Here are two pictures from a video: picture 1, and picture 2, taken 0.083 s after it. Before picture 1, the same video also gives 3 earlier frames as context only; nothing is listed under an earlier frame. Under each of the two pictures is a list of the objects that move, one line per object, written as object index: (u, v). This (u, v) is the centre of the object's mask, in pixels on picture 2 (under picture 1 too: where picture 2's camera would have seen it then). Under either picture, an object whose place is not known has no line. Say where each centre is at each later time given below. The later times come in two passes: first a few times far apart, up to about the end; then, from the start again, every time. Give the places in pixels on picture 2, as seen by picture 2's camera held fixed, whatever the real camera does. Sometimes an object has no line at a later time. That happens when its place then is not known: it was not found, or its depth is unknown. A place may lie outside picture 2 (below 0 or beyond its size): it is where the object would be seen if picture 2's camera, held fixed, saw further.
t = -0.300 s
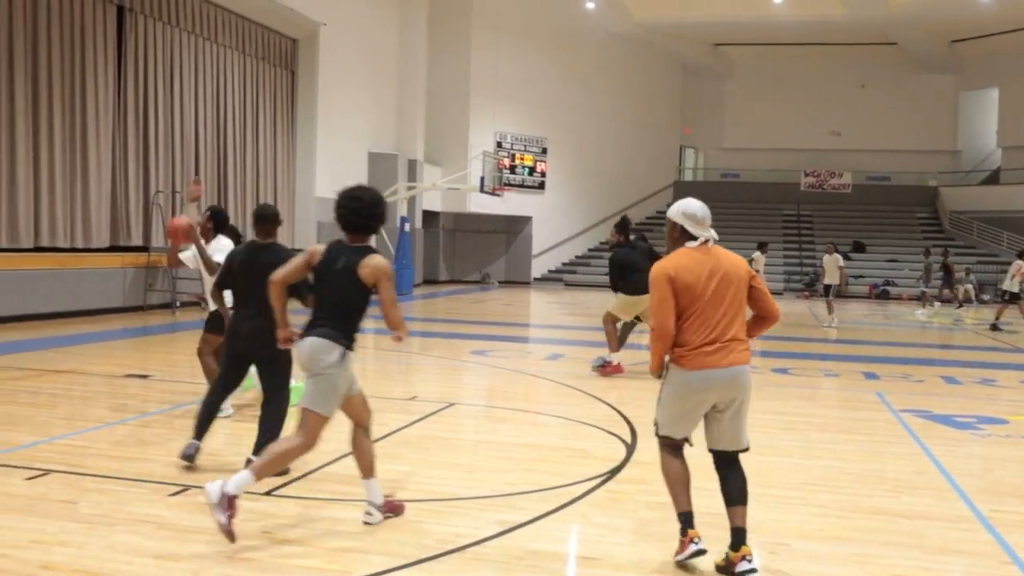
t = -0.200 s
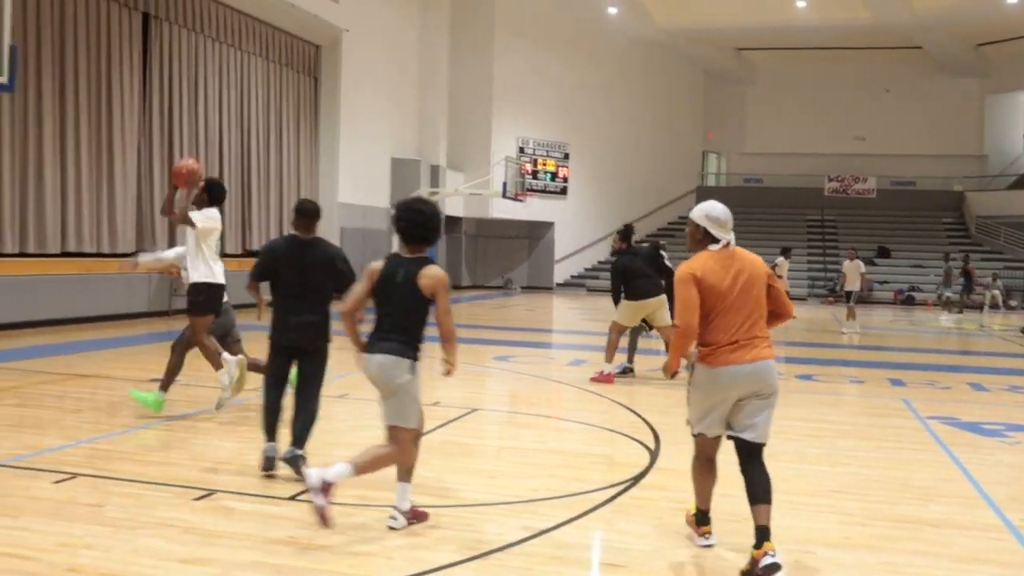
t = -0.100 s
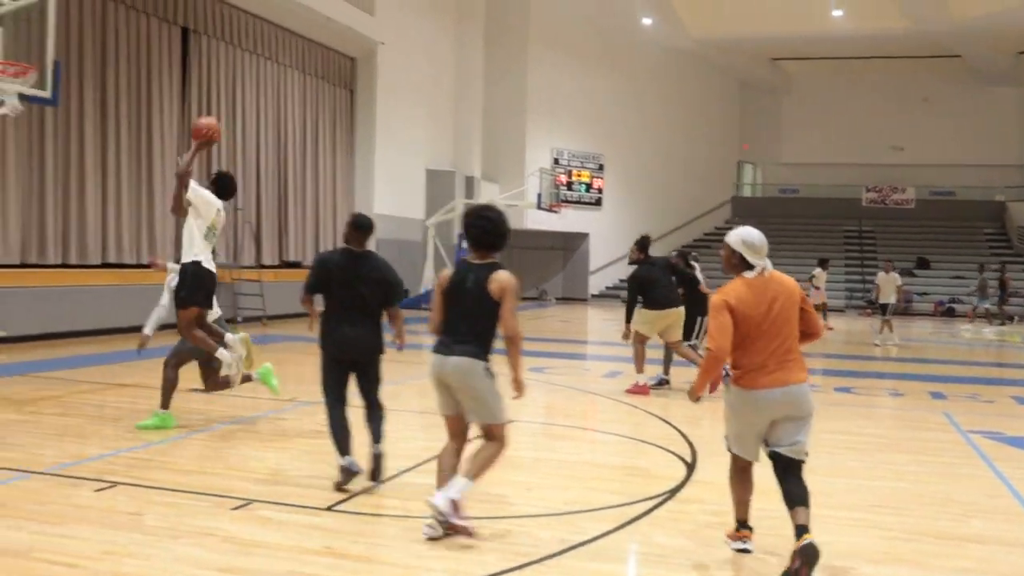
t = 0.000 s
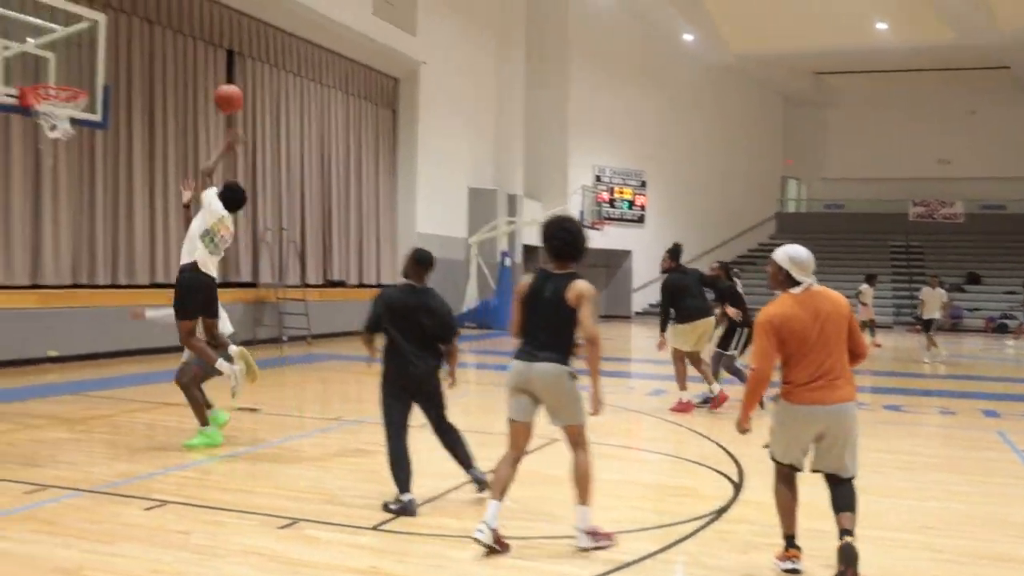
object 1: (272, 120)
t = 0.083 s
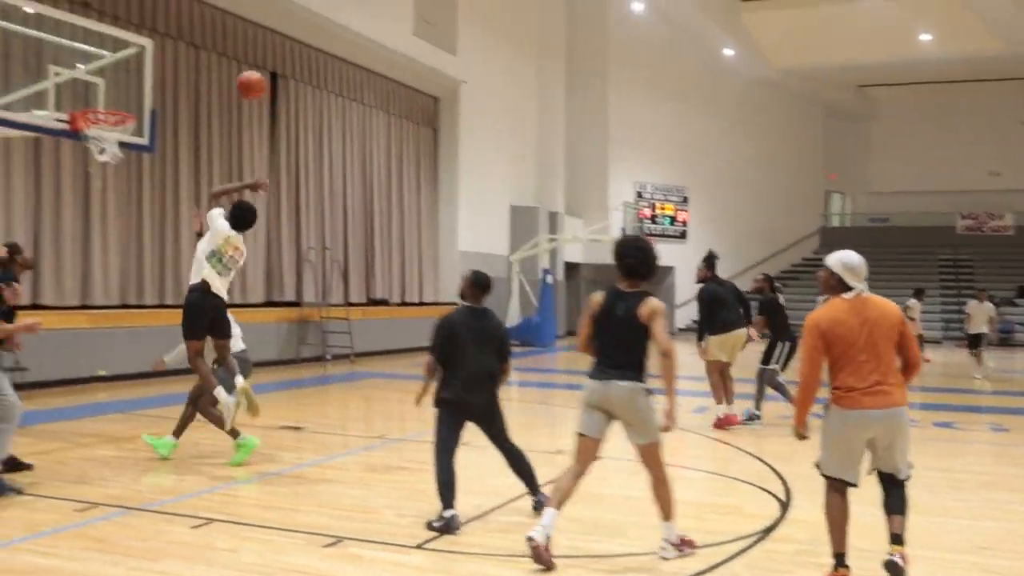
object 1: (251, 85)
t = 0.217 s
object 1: (218, 46)
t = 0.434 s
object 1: (167, 28)
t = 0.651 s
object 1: (119, 61)
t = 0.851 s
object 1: (110, 90)
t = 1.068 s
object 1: (173, 73)
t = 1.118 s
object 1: (188, 76)
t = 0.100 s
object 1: (247, 79)
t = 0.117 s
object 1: (243, 73)
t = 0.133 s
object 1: (239, 68)
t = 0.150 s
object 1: (235, 62)
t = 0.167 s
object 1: (230, 58)
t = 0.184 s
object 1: (226, 53)
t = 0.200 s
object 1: (222, 50)
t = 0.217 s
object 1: (218, 46)
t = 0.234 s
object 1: (214, 43)
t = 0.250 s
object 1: (210, 40)
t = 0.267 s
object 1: (205, 38)
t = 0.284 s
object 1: (202, 35)
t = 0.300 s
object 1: (197, 34)
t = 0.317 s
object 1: (194, 32)
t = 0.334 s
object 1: (190, 30)
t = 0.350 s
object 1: (186, 29)
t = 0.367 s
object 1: (183, 28)
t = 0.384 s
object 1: (179, 27)
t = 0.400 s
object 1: (174, 27)
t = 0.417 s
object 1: (171, 28)
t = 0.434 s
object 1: (167, 28)
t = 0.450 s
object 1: (164, 28)
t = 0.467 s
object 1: (159, 29)
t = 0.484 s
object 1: (156, 31)
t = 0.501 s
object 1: (152, 33)
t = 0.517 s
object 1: (148, 34)
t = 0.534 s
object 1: (144, 37)
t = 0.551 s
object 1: (140, 39)
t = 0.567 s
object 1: (137, 43)
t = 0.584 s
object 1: (134, 46)
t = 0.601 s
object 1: (131, 50)
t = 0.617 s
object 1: (127, 53)
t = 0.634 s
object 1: (122, 56)
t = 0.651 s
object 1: (119, 61)
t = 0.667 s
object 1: (114, 67)
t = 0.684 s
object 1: (111, 71)
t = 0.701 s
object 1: (108, 77)
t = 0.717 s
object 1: (104, 82)
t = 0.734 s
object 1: (100, 87)
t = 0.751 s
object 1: (96, 93)
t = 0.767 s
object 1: (93, 99)
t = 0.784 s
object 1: (90, 102)
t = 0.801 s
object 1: (94, 100)
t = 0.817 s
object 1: (99, 97)
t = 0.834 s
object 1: (105, 94)
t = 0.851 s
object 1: (110, 90)
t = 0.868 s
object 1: (115, 86)
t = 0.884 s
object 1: (120, 84)
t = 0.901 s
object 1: (124, 81)
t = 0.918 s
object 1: (130, 79)
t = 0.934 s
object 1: (136, 77)
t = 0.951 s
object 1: (140, 76)
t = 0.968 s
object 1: (145, 74)
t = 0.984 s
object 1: (150, 74)
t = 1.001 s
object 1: (155, 73)
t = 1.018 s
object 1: (159, 72)
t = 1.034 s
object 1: (164, 72)
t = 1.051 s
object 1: (169, 72)
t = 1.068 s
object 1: (173, 73)
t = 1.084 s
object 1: (179, 73)
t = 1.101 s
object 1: (183, 74)
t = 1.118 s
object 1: (188, 76)
